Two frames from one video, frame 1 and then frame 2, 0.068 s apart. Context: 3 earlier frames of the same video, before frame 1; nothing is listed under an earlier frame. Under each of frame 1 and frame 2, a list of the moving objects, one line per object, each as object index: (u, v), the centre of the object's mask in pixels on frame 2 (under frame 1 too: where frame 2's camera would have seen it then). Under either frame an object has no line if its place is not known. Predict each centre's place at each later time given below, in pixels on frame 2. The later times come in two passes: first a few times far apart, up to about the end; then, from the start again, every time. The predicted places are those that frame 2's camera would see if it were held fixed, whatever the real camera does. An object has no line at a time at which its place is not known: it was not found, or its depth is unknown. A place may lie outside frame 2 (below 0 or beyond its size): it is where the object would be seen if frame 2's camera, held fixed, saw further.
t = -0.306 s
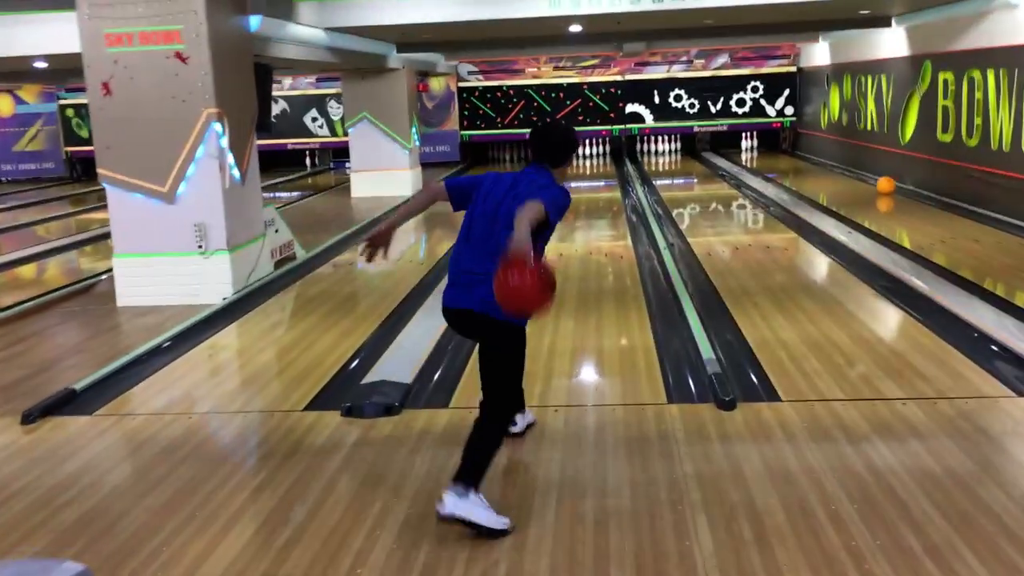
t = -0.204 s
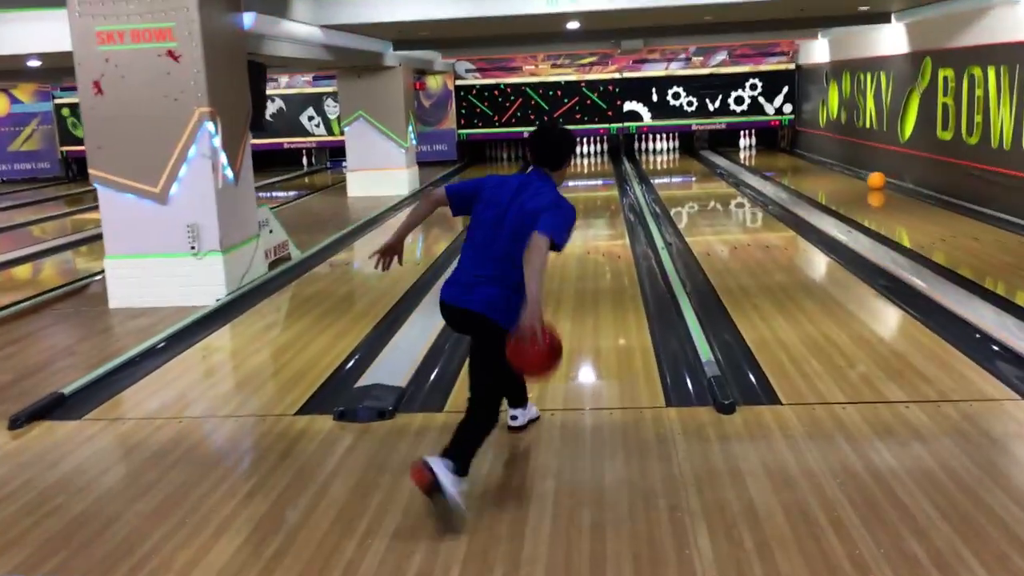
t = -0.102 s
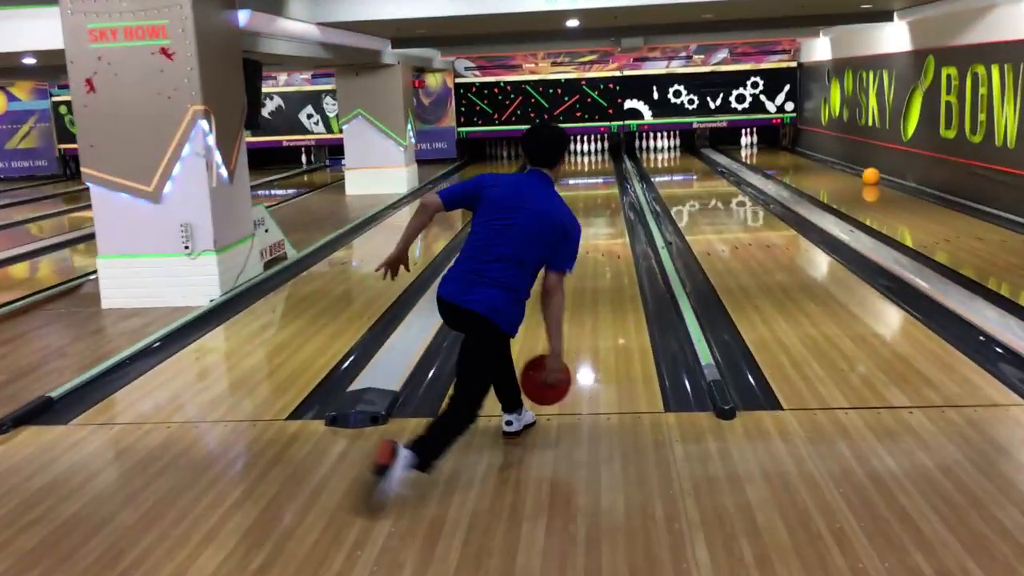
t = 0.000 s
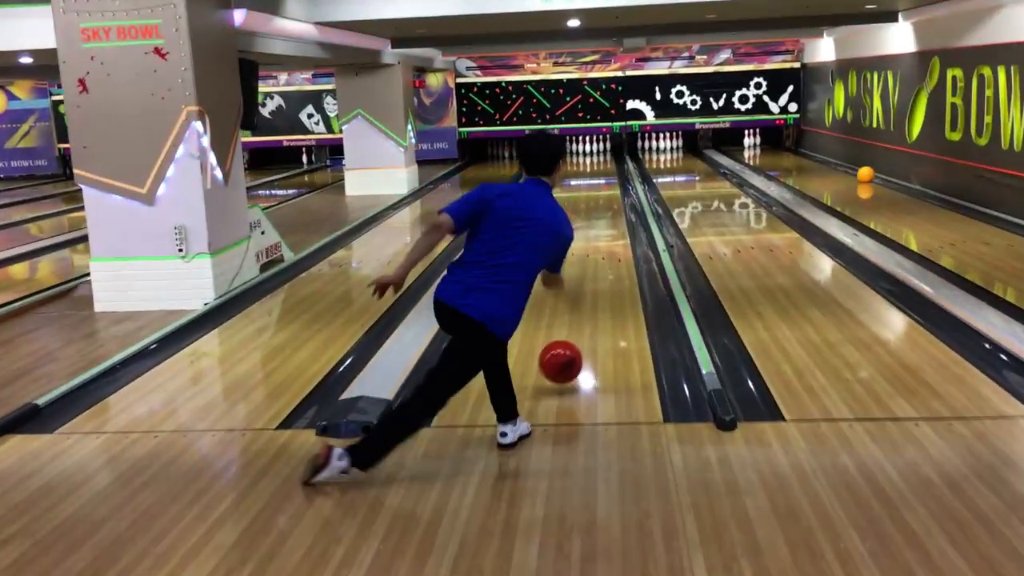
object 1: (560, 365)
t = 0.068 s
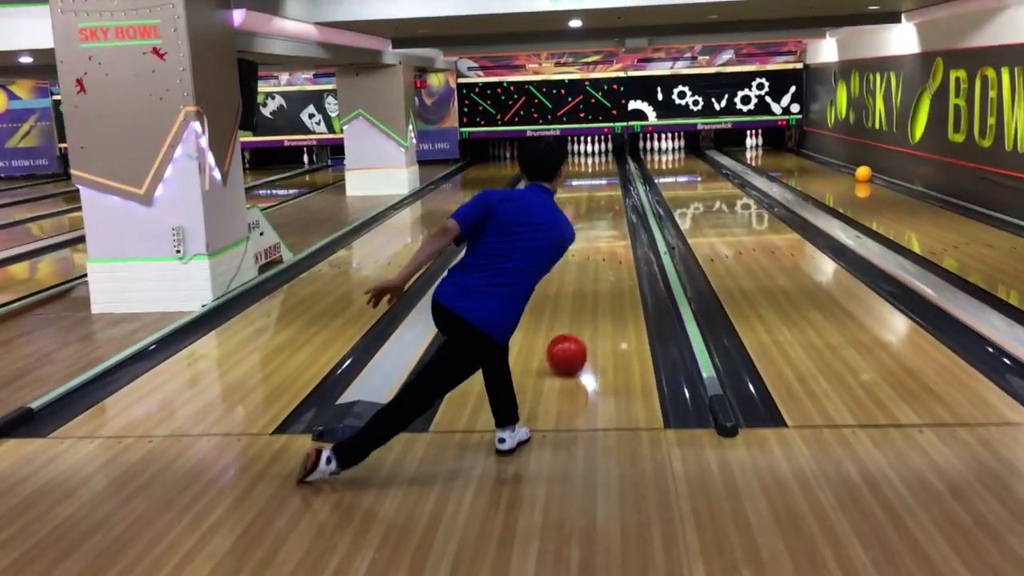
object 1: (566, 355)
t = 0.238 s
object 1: (578, 312)
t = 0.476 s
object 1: (589, 270)
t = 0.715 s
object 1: (596, 241)
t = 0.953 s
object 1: (601, 220)
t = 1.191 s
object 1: (603, 205)
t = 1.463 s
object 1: (605, 190)
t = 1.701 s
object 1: (606, 180)
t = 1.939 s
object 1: (607, 171)
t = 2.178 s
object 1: (606, 164)
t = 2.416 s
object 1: (604, 159)
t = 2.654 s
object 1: (601, 154)
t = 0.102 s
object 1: (569, 344)
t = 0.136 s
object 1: (572, 336)
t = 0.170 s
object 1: (574, 327)
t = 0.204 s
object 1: (576, 319)
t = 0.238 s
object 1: (578, 312)
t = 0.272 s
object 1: (580, 305)
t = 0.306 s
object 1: (581, 298)
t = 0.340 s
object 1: (583, 292)
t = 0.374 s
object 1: (585, 286)
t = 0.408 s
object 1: (586, 280)
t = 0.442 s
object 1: (588, 274)
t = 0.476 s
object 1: (589, 270)
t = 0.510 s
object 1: (590, 265)
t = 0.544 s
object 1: (592, 261)
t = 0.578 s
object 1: (592, 256)
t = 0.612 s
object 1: (593, 253)
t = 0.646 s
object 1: (595, 248)
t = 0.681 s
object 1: (595, 244)
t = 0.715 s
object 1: (596, 241)
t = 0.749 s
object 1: (597, 238)
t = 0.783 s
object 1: (597, 234)
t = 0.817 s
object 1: (598, 231)
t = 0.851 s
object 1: (599, 228)
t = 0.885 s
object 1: (600, 225)
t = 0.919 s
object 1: (600, 223)
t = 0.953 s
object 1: (601, 220)
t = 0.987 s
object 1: (601, 217)
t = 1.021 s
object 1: (601, 215)
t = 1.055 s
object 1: (602, 213)
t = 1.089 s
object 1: (602, 210)
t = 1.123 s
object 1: (603, 208)
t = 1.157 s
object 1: (603, 207)
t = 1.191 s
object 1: (603, 205)
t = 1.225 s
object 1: (603, 203)
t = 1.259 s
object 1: (604, 200)
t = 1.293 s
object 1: (604, 198)
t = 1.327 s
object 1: (604, 197)
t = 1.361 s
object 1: (605, 195)
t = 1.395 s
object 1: (605, 192)
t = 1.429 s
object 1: (605, 191)
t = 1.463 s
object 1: (605, 190)
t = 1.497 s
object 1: (605, 189)
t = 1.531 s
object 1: (606, 187)
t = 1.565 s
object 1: (606, 186)
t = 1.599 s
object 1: (606, 184)
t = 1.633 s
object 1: (606, 183)
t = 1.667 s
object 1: (606, 180)
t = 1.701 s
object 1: (606, 180)
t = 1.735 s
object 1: (606, 179)
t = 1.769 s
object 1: (606, 176)
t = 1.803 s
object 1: (606, 175)
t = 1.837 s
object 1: (606, 174)
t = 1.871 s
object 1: (606, 173)
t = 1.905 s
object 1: (607, 172)
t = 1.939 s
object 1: (607, 171)
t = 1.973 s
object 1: (607, 170)
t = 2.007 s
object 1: (606, 169)
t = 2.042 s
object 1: (607, 169)
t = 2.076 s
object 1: (606, 167)
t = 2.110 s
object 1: (606, 166)
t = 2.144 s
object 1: (606, 165)
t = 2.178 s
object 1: (606, 164)
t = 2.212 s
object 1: (606, 163)
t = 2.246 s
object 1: (605, 163)
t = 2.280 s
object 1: (605, 162)
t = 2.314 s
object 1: (605, 161)
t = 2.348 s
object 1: (605, 161)
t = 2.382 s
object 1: (605, 160)
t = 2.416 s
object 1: (604, 159)
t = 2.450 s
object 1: (604, 158)
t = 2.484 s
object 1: (604, 158)
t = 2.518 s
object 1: (604, 157)
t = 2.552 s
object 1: (603, 157)
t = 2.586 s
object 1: (603, 156)
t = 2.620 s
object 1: (601, 155)
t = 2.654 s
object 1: (601, 154)
